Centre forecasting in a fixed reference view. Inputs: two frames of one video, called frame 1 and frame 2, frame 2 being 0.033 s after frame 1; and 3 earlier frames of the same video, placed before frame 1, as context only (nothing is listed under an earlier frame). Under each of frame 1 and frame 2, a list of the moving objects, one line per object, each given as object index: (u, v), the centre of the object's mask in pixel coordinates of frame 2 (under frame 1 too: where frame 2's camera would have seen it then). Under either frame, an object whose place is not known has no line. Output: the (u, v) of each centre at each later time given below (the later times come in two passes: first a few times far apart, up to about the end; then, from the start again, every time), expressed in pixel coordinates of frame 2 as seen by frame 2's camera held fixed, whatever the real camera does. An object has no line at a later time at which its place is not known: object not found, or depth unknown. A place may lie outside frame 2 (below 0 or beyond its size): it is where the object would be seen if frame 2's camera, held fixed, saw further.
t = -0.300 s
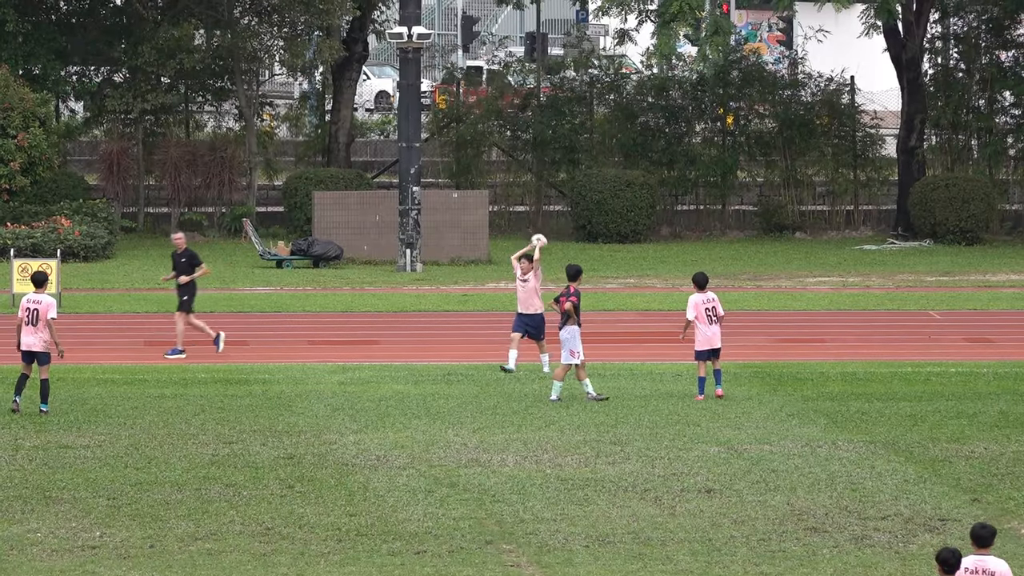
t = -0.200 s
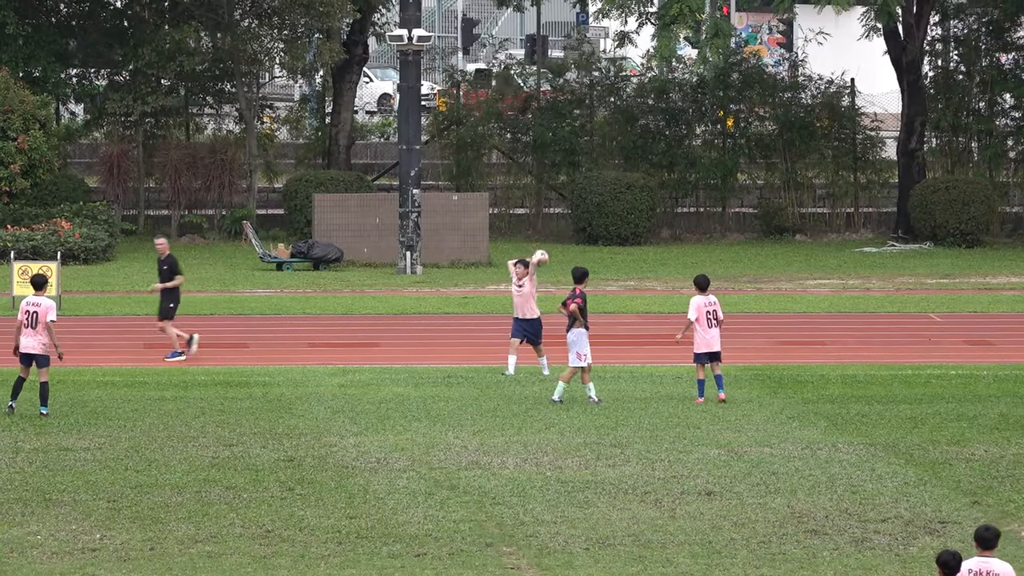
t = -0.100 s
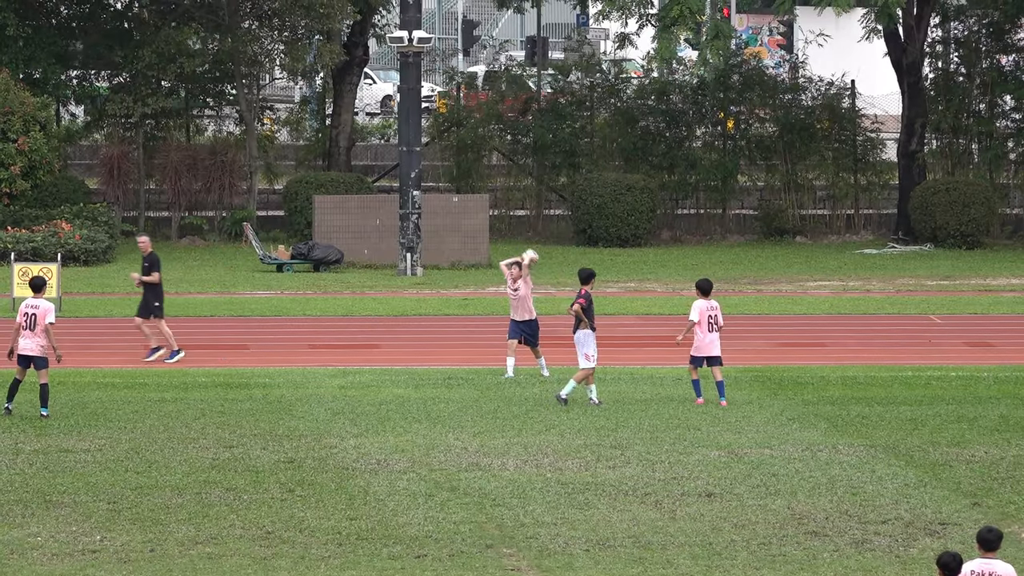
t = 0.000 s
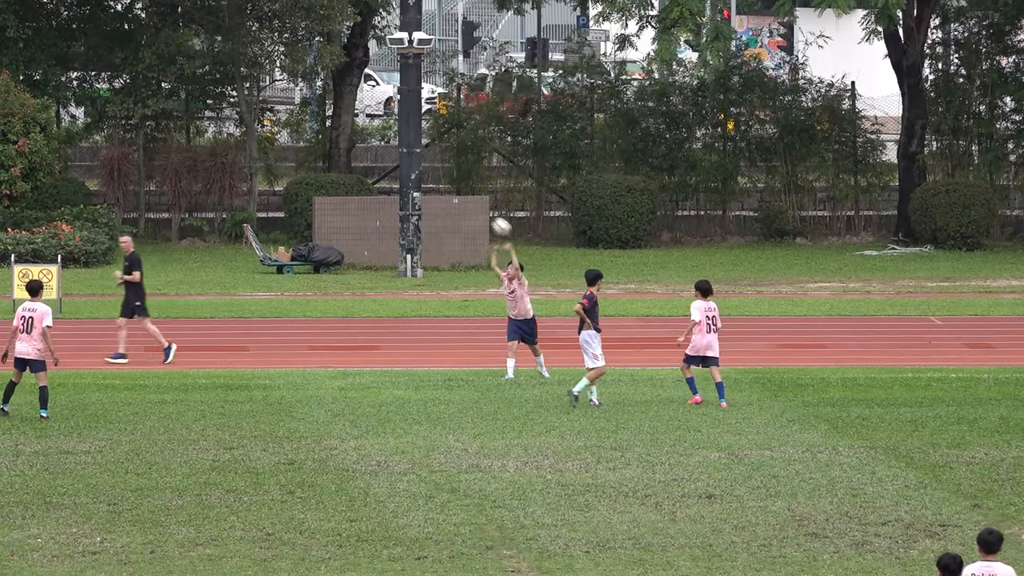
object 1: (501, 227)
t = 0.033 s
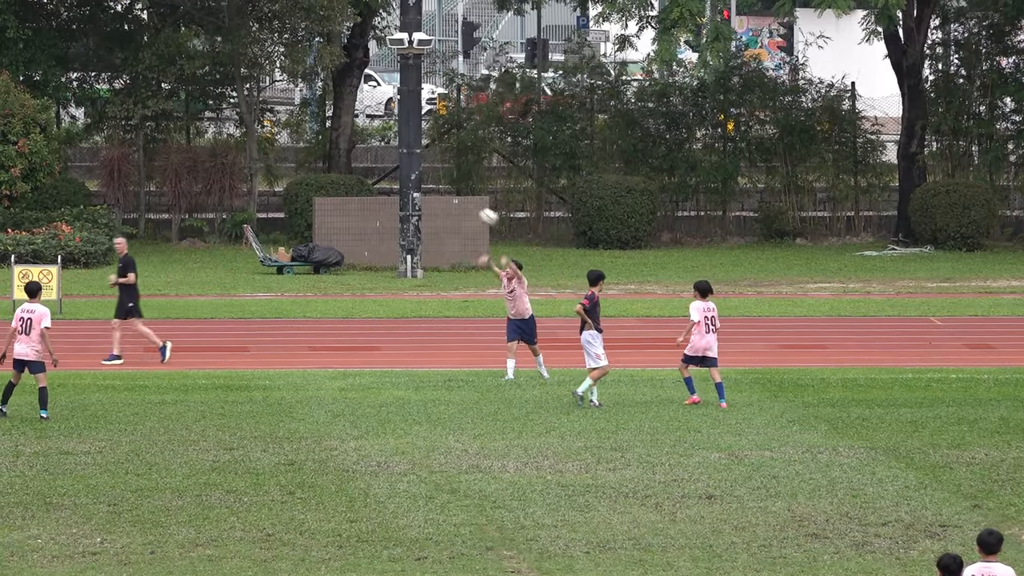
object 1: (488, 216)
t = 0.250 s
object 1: (404, 173)
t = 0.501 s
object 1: (308, 164)
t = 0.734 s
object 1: (217, 196)
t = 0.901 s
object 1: (150, 243)
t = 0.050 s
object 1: (482, 211)
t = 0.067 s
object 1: (475, 207)
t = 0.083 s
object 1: (468, 202)
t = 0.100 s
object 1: (462, 198)
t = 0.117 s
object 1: (455, 195)
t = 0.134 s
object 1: (449, 191)
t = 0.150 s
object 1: (443, 188)
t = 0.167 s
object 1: (436, 185)
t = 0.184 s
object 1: (430, 182)
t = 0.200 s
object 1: (423, 179)
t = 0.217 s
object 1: (417, 177)
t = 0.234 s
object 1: (410, 175)
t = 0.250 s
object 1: (404, 173)
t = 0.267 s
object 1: (397, 170)
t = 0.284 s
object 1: (391, 169)
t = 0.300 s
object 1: (385, 168)
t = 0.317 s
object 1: (378, 166)
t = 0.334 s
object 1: (372, 165)
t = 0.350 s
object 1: (365, 164)
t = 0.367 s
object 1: (359, 163)
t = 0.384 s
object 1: (353, 163)
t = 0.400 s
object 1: (346, 162)
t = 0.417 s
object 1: (340, 161)
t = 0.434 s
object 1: (333, 162)
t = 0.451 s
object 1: (327, 162)
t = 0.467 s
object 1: (320, 162)
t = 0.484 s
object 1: (314, 163)
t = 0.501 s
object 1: (308, 164)
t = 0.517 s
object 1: (301, 165)
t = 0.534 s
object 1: (295, 166)
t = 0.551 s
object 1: (288, 167)
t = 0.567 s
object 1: (281, 169)
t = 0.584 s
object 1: (275, 171)
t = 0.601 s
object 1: (269, 172)
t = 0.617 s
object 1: (262, 175)
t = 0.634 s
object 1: (256, 177)
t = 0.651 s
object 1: (249, 180)
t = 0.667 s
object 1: (243, 182)
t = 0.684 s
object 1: (236, 186)
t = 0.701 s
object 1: (230, 189)
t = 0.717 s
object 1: (223, 192)
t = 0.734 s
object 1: (217, 196)
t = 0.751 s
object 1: (210, 200)
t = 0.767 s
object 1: (204, 203)
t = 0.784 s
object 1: (197, 207)
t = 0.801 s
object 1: (191, 212)
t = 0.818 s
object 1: (184, 217)
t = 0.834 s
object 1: (177, 222)
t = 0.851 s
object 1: (171, 227)
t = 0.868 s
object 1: (164, 232)
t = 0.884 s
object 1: (157, 237)
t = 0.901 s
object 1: (150, 243)
